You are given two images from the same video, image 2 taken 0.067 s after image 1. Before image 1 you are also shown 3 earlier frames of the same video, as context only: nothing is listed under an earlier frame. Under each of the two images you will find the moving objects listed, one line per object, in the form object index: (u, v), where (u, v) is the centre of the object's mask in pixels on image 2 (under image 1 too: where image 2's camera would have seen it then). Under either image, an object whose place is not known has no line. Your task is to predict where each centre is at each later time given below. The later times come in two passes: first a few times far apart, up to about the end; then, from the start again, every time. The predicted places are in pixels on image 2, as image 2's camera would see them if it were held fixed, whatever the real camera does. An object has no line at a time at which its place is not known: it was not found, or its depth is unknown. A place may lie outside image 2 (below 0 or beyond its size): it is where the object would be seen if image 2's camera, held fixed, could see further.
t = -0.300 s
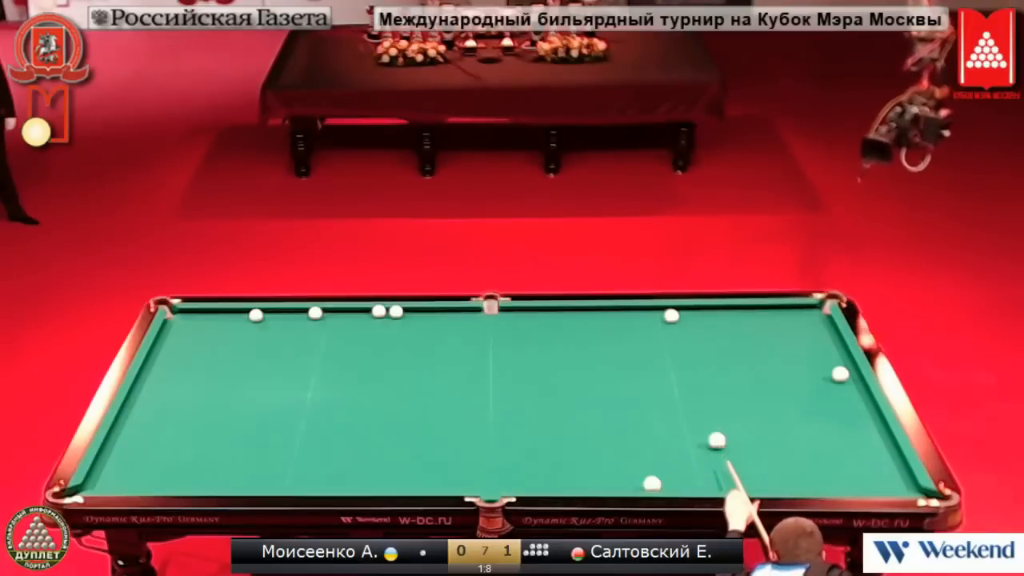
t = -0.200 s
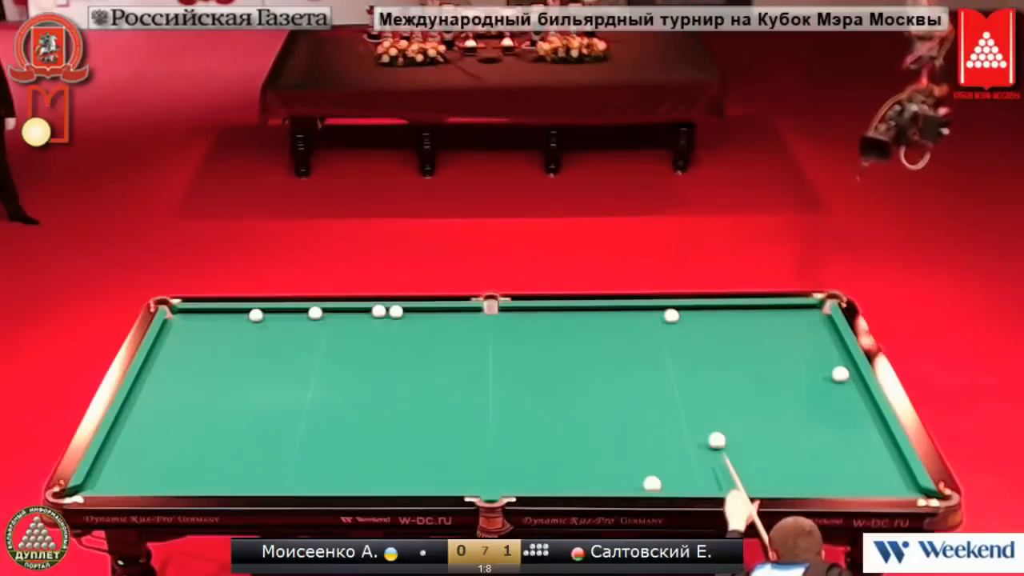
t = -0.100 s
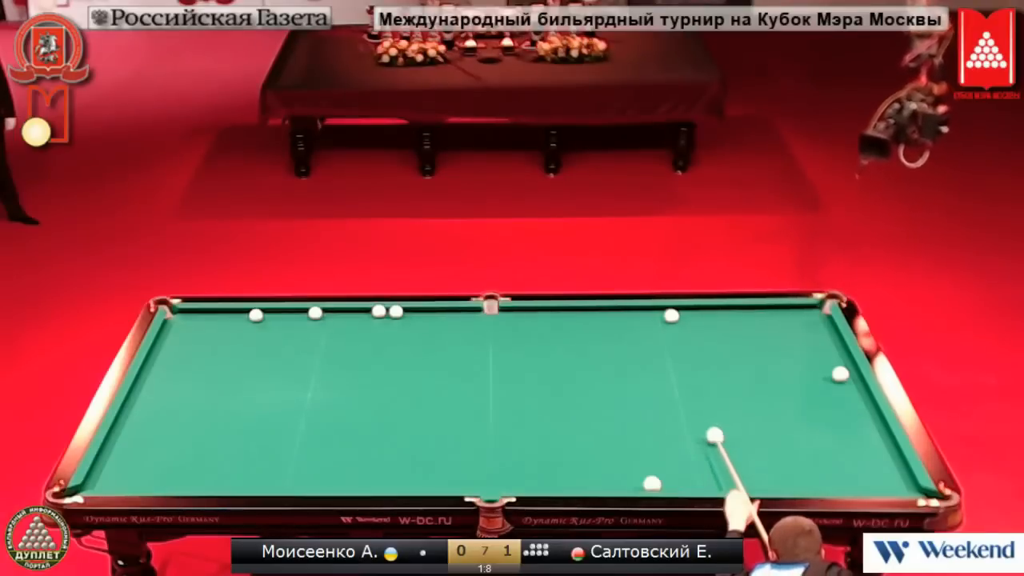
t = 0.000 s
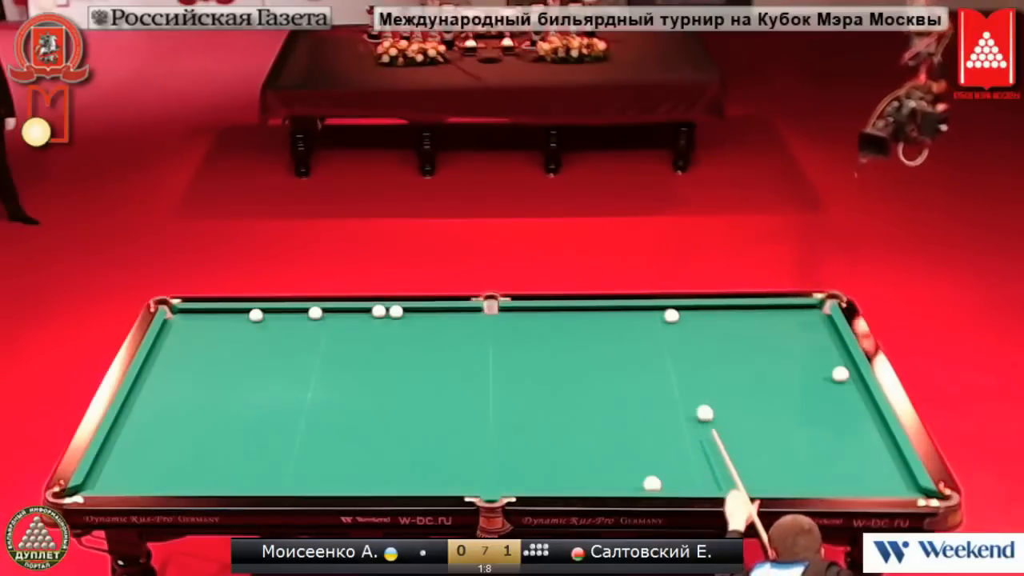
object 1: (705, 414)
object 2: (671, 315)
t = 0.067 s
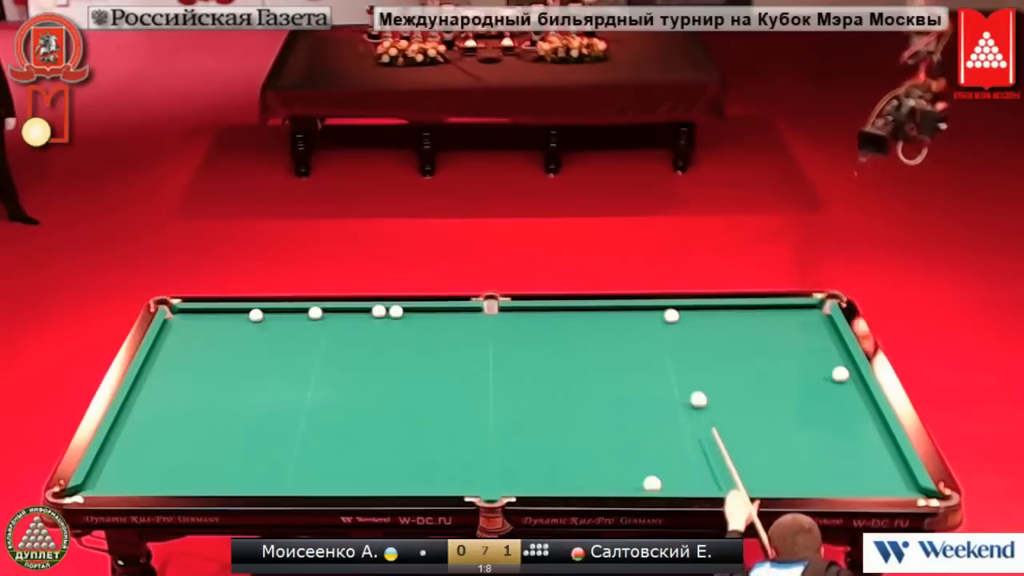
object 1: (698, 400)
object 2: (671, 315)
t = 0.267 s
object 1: (681, 362)
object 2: (671, 315)
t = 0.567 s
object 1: (654, 314)
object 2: (675, 314)
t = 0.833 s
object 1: (625, 327)
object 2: (695, 309)
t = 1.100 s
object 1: (598, 347)
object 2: (712, 312)
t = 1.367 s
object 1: (571, 367)
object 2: (729, 315)
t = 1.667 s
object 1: (540, 390)
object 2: (747, 318)
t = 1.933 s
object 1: (511, 411)
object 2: (762, 322)
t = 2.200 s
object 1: (481, 433)
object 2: (776, 324)
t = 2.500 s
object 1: (445, 459)
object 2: (792, 327)
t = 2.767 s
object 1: (413, 482)
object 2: (805, 330)
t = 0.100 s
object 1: (695, 393)
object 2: (671, 315)
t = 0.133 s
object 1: (692, 387)
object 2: (671, 315)
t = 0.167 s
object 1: (689, 381)
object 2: (671, 315)
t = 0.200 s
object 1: (686, 375)
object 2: (671, 315)
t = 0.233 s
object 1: (683, 368)
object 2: (671, 315)
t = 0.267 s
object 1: (681, 362)
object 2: (671, 315)
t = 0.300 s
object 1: (678, 356)
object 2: (671, 315)
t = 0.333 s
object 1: (675, 351)
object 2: (671, 315)
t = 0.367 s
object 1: (673, 345)
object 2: (671, 315)
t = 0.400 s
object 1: (670, 340)
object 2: (671, 315)
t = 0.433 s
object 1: (668, 334)
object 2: (671, 315)
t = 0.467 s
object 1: (665, 329)
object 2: (671, 315)
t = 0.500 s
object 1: (663, 323)
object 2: (672, 314)
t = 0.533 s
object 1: (659, 318)
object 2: (672, 315)
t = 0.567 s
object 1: (654, 314)
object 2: (675, 314)
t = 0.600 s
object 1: (648, 310)
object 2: (678, 313)
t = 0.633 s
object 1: (644, 309)
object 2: (681, 312)
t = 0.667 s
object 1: (641, 313)
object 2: (683, 311)
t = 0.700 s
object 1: (638, 316)
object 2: (686, 310)
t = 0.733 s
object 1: (635, 319)
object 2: (688, 309)
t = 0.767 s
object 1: (631, 322)
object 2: (691, 308)
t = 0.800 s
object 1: (628, 324)
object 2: (693, 309)
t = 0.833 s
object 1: (625, 327)
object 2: (695, 309)
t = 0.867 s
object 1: (622, 329)
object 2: (698, 309)
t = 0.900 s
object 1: (618, 332)
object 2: (700, 309)
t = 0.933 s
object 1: (615, 334)
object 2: (702, 310)
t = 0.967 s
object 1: (612, 337)
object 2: (704, 310)
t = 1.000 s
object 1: (608, 339)
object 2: (706, 311)
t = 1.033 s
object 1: (605, 341)
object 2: (708, 311)
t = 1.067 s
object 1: (602, 344)
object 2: (710, 312)
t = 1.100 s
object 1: (598, 347)
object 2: (712, 312)
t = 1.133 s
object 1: (595, 349)
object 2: (715, 312)
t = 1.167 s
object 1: (592, 351)
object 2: (717, 313)
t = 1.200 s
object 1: (588, 354)
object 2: (719, 313)
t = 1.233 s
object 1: (585, 356)
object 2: (721, 313)
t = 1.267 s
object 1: (582, 359)
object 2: (723, 314)
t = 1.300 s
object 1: (578, 361)
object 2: (725, 314)
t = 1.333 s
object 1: (575, 364)
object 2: (727, 315)
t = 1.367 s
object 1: (571, 367)
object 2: (729, 315)
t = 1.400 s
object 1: (568, 369)
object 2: (731, 315)
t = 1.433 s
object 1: (564, 372)
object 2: (733, 316)
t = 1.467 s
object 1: (561, 374)
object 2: (735, 316)
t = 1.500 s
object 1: (557, 377)
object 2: (737, 316)
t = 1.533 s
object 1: (554, 379)
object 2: (739, 317)
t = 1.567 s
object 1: (550, 382)
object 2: (741, 317)
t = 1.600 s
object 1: (547, 384)
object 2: (743, 318)
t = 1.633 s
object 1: (543, 387)
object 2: (745, 318)
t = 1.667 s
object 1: (540, 390)
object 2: (747, 318)
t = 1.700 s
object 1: (536, 393)
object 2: (749, 319)
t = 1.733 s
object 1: (532, 395)
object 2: (751, 319)
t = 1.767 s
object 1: (529, 398)
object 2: (753, 320)
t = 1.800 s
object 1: (525, 400)
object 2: (754, 320)
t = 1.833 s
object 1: (522, 403)
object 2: (757, 320)
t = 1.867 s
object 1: (518, 406)
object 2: (758, 321)
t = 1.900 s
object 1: (514, 408)
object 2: (760, 321)
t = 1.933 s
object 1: (511, 411)
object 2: (762, 322)
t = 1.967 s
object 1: (507, 414)
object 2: (764, 322)
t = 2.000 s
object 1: (503, 417)
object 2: (766, 322)
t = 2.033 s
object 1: (500, 420)
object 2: (768, 323)
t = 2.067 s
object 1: (495, 422)
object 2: (769, 323)
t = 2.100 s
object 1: (492, 425)
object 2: (771, 323)
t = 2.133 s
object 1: (488, 428)
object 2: (773, 324)
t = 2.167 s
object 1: (484, 431)
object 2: (775, 324)
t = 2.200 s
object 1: (481, 433)
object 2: (776, 324)
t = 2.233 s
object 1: (477, 436)
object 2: (778, 325)
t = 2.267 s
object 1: (473, 439)
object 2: (780, 325)
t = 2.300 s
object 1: (469, 442)
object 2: (782, 325)
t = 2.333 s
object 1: (465, 445)
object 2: (783, 326)
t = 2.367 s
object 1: (461, 447)
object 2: (785, 326)
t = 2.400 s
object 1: (457, 451)
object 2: (787, 326)
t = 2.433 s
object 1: (453, 453)
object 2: (788, 327)
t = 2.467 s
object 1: (449, 456)
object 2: (790, 327)
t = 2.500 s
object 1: (445, 459)
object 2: (792, 327)
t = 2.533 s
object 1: (441, 462)
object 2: (794, 328)
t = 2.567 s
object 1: (437, 465)
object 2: (795, 328)
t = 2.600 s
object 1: (433, 468)
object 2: (797, 328)
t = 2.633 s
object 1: (429, 471)
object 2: (798, 329)
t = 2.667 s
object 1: (425, 474)
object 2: (800, 329)
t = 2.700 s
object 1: (421, 477)
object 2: (802, 329)
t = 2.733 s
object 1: (417, 480)
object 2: (803, 330)
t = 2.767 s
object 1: (413, 482)
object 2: (805, 330)
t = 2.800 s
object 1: (408, 484)
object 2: (806, 330)
